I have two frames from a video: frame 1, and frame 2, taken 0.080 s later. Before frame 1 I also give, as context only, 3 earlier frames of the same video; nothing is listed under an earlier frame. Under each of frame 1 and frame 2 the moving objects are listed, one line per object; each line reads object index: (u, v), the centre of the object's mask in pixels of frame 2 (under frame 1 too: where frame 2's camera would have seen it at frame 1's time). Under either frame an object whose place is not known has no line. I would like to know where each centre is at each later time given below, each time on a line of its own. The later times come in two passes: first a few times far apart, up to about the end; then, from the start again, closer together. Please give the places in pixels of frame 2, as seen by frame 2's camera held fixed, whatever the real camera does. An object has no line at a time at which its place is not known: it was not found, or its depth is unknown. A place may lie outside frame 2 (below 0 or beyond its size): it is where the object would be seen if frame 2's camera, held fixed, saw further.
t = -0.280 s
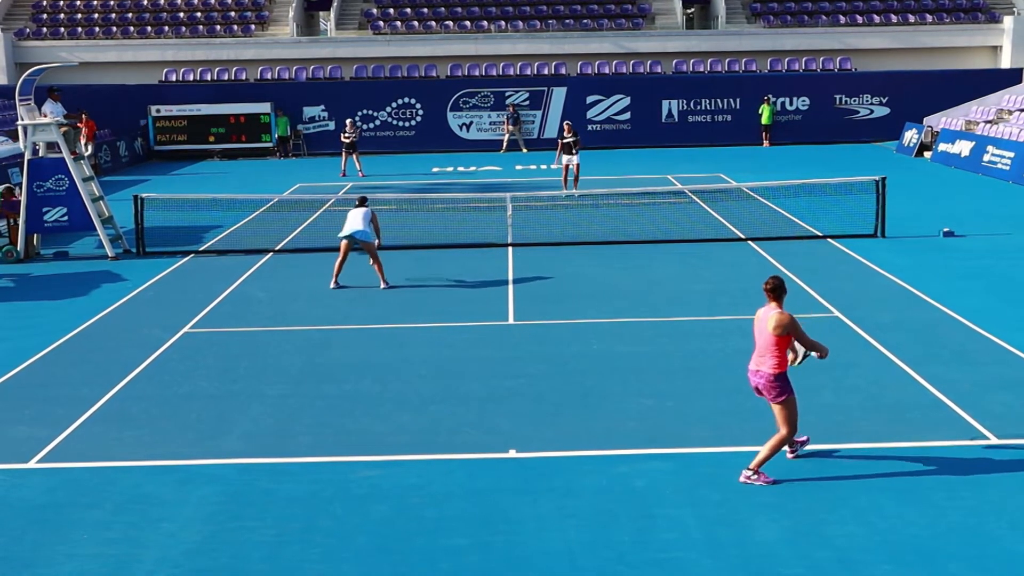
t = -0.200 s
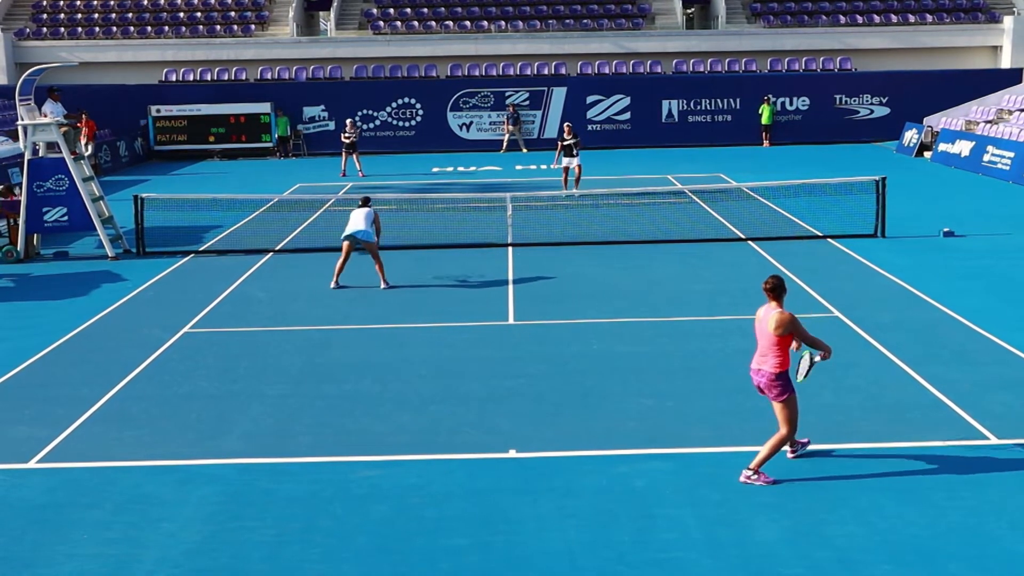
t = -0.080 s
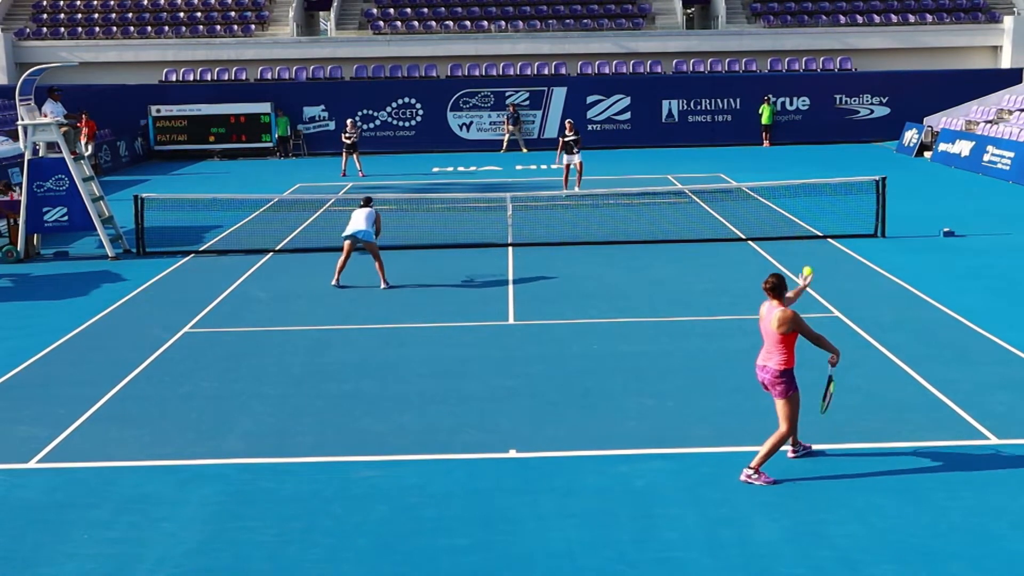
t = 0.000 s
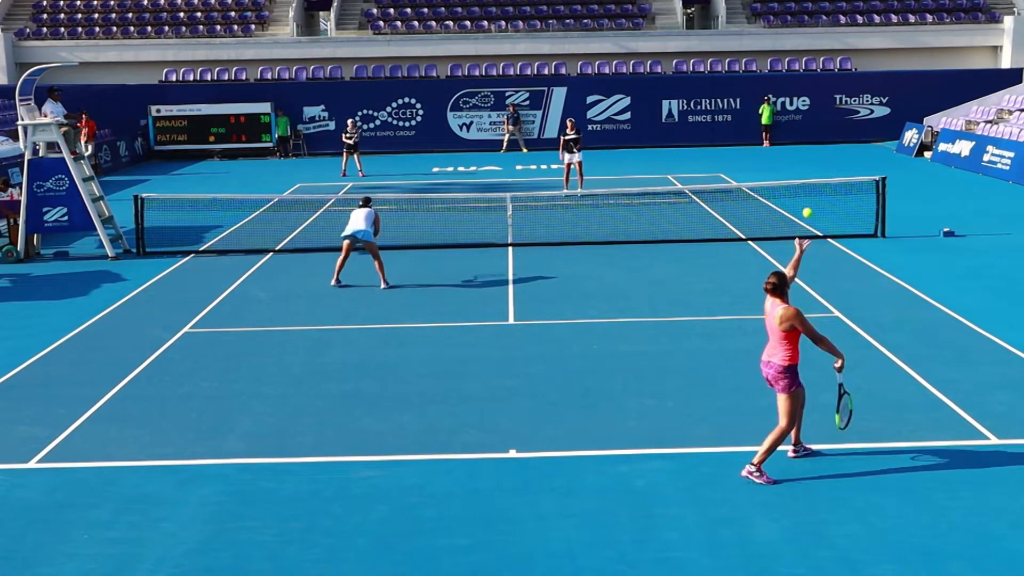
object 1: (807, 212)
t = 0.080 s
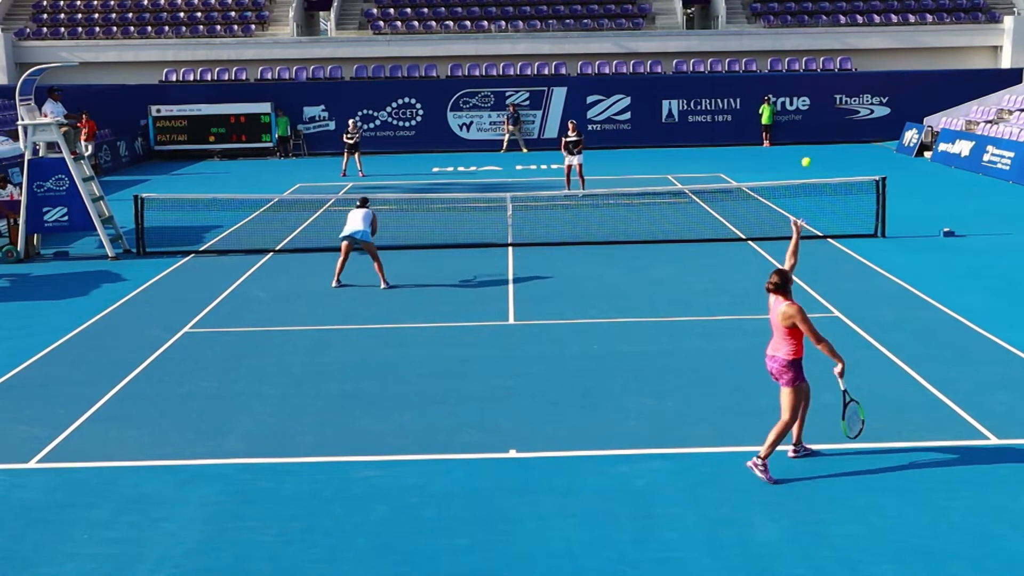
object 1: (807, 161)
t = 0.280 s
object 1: (801, 69)
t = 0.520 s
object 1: (789, 25)
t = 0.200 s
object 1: (804, 101)
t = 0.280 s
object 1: (801, 69)
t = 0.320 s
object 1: (799, 57)
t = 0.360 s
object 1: (797, 47)
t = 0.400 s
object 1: (796, 38)
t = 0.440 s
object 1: (794, 32)
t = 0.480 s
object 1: (792, 27)
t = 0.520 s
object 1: (789, 25)
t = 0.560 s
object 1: (787, 24)
